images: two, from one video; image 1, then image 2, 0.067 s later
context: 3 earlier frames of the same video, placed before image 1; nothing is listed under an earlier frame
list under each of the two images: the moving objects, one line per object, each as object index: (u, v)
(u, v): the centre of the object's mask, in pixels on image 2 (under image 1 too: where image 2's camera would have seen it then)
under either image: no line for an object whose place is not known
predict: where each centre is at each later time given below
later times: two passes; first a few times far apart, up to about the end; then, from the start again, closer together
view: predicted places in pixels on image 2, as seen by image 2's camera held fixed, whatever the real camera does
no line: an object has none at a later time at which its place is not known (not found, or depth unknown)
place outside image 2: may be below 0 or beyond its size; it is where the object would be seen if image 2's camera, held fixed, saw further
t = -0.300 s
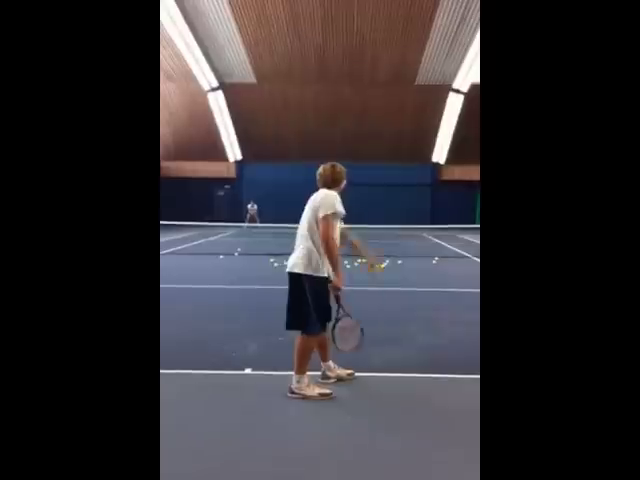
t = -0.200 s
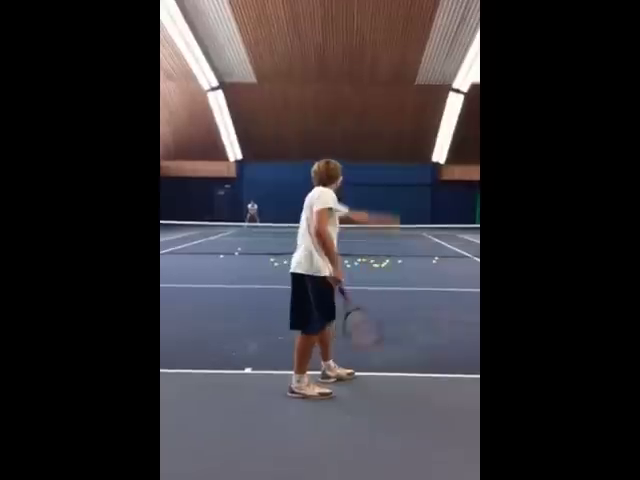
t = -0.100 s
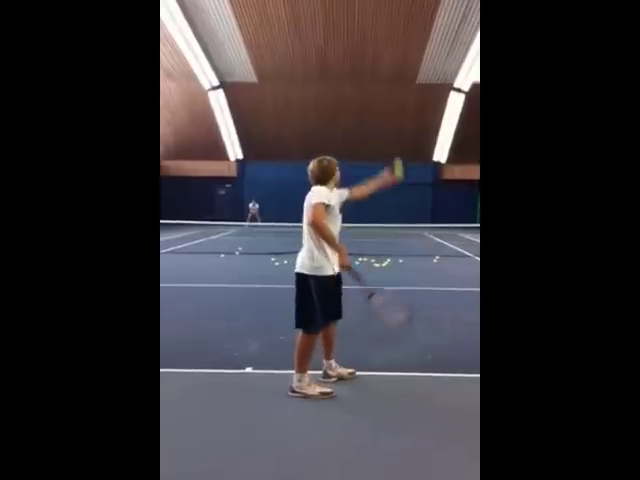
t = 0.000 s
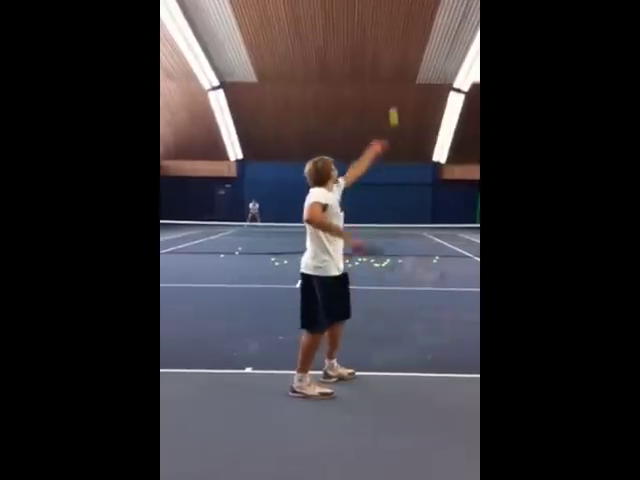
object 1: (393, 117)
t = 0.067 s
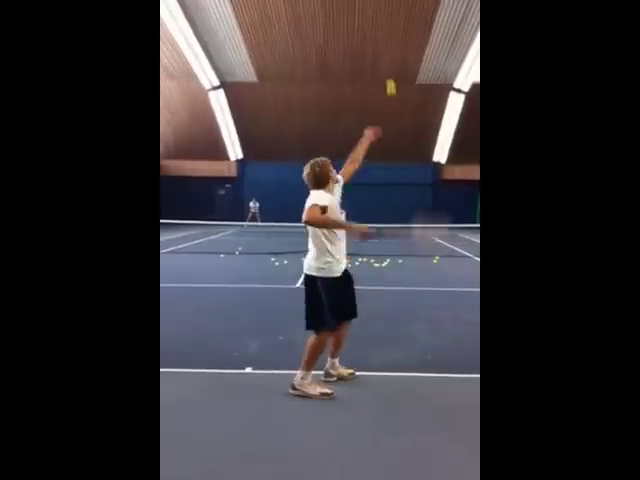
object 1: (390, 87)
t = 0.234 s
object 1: (382, 35)
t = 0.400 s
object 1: (374, 12)
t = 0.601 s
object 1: (363, 21)
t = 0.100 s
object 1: (389, 75)
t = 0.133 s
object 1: (388, 63)
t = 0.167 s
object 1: (387, 53)
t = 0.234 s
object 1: (382, 35)
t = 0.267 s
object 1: (380, 28)
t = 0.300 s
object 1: (379, 23)
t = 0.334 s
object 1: (377, 18)
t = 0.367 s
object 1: (375, 15)
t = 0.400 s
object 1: (374, 12)
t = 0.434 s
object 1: (372, 11)
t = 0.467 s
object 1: (370, 11)
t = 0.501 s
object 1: (369, 13)
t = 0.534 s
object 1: (366, 14)
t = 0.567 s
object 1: (364, 17)
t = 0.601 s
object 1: (363, 21)
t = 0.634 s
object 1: (360, 26)
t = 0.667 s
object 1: (358, 32)
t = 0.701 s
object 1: (356, 39)
